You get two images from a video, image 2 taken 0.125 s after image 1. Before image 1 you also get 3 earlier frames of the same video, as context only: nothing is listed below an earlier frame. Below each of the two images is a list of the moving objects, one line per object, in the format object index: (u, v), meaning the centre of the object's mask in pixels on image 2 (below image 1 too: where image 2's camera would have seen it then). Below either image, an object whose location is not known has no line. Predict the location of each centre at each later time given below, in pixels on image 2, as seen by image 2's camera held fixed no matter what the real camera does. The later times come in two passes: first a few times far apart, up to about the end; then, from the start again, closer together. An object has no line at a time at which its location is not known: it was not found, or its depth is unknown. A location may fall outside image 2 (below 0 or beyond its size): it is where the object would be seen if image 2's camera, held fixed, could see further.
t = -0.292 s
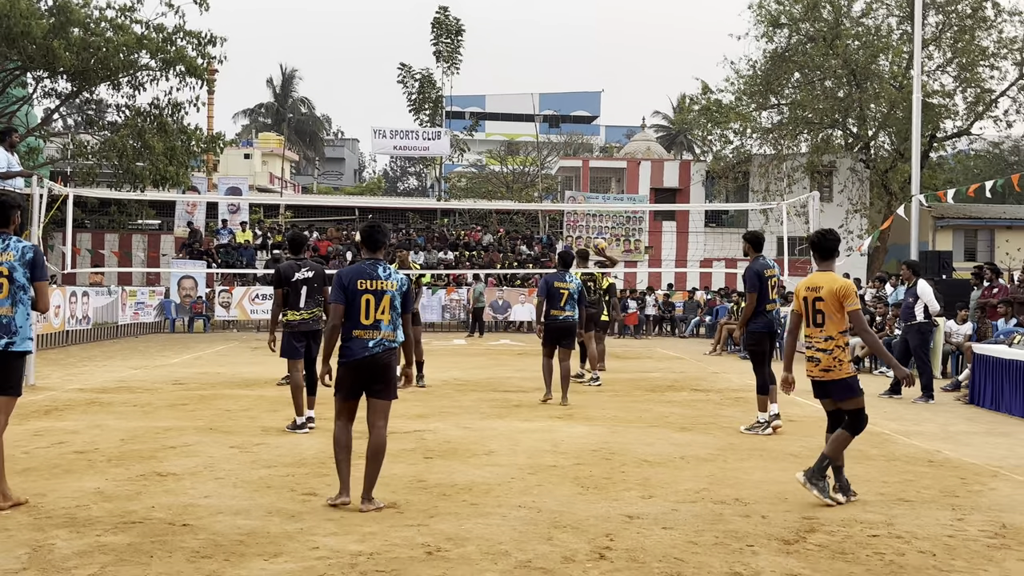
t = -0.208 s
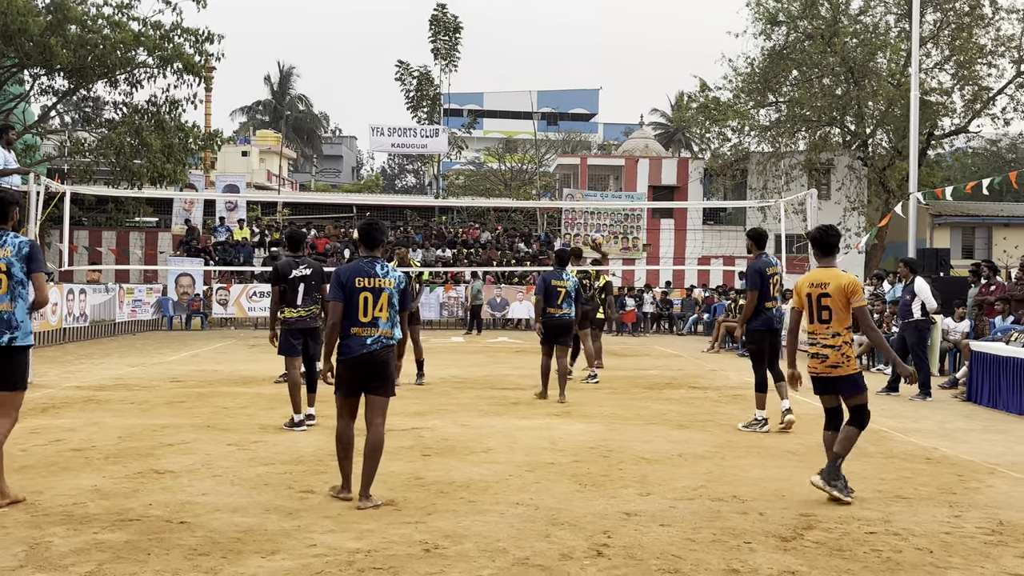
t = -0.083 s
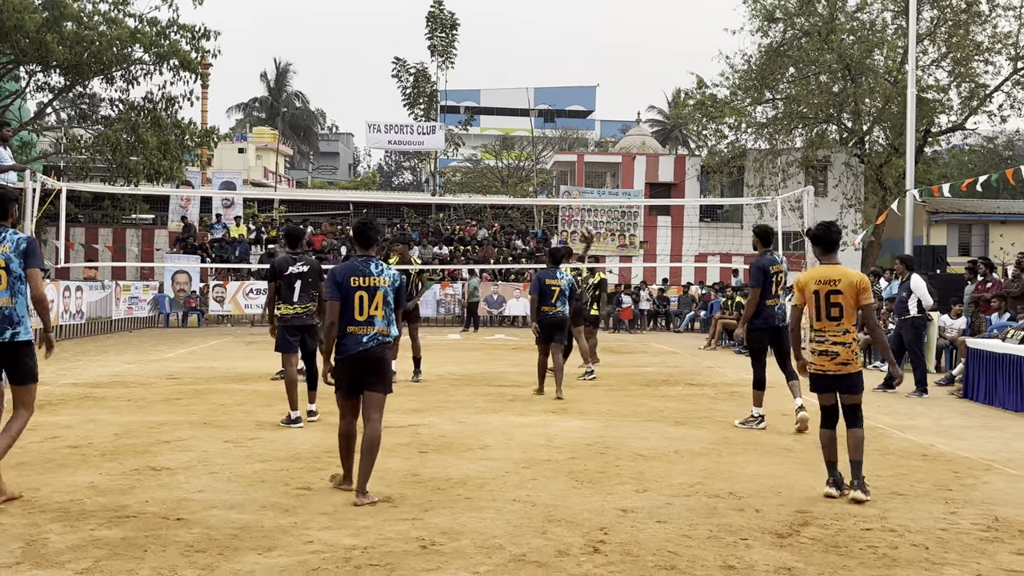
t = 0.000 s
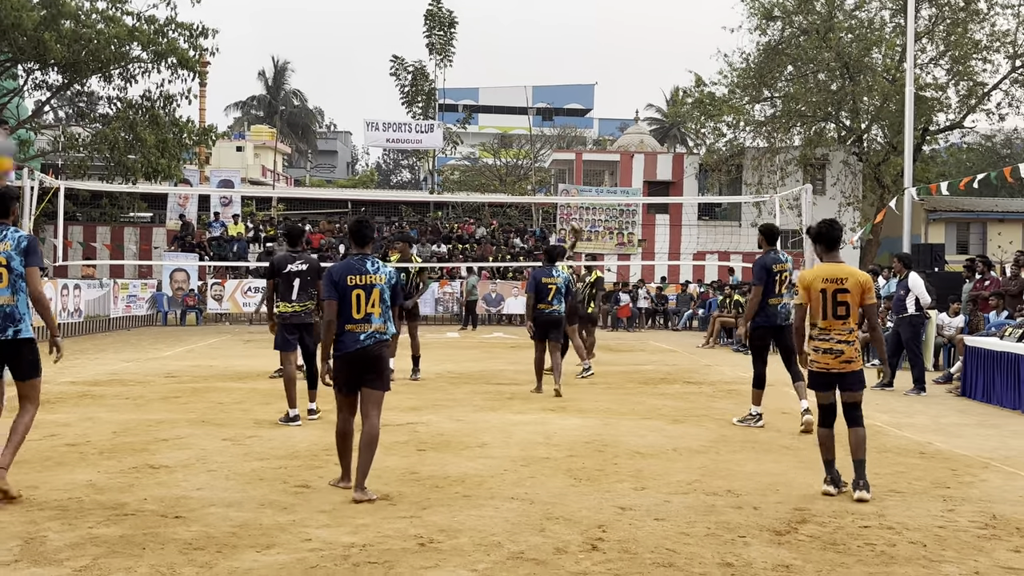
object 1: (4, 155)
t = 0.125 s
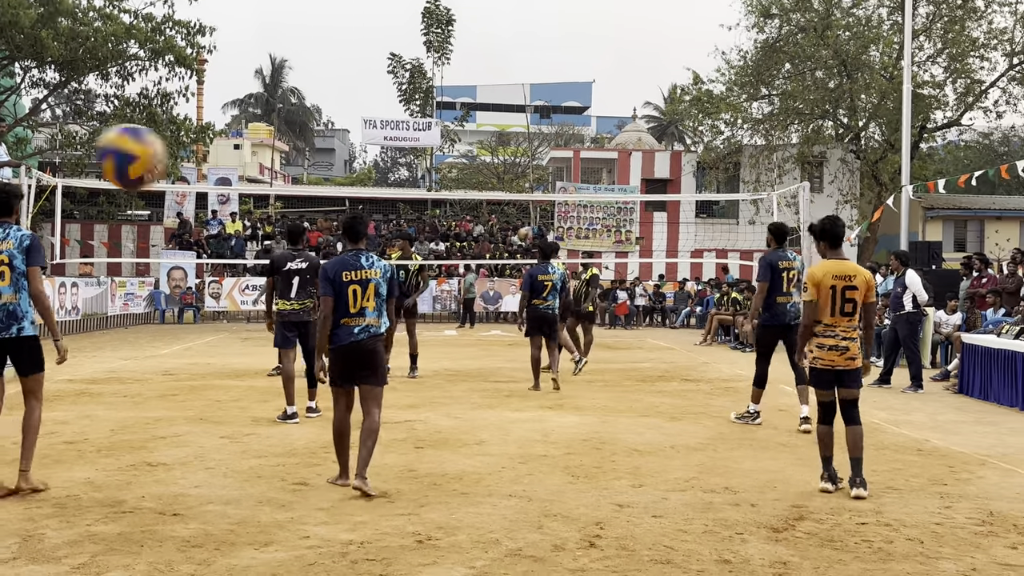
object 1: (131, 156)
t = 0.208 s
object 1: (221, 185)
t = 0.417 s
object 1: (412, 321)
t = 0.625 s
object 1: (557, 542)
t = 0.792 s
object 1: (654, 467)
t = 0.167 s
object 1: (176, 168)
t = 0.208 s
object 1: (221, 185)
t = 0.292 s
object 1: (305, 229)
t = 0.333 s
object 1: (342, 255)
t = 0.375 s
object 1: (380, 287)
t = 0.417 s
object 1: (412, 321)
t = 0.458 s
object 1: (444, 361)
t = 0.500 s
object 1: (474, 398)
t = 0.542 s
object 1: (504, 444)
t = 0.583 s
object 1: (532, 491)
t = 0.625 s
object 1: (557, 542)
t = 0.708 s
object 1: (609, 549)
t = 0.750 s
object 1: (631, 505)
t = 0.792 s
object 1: (654, 467)
